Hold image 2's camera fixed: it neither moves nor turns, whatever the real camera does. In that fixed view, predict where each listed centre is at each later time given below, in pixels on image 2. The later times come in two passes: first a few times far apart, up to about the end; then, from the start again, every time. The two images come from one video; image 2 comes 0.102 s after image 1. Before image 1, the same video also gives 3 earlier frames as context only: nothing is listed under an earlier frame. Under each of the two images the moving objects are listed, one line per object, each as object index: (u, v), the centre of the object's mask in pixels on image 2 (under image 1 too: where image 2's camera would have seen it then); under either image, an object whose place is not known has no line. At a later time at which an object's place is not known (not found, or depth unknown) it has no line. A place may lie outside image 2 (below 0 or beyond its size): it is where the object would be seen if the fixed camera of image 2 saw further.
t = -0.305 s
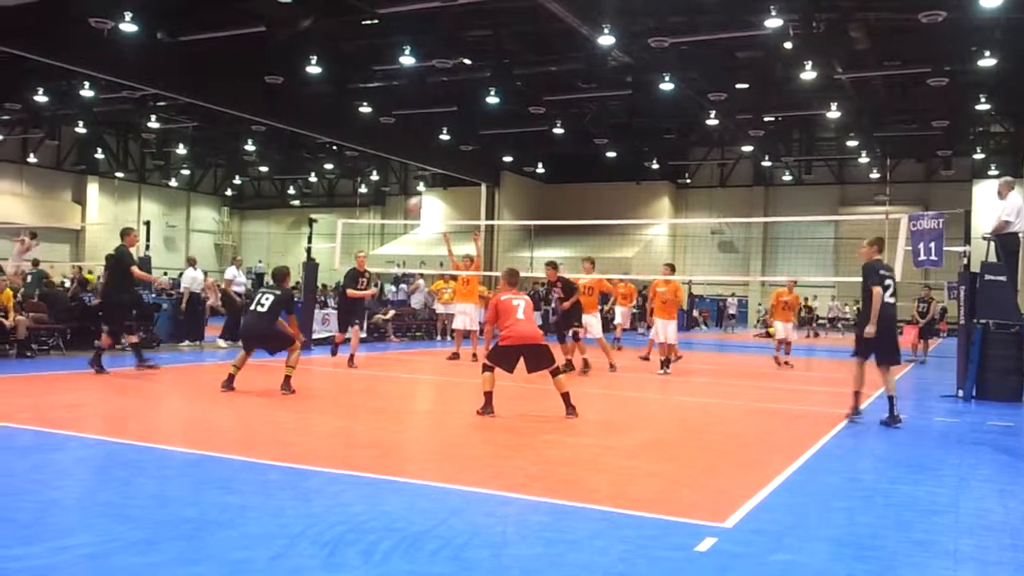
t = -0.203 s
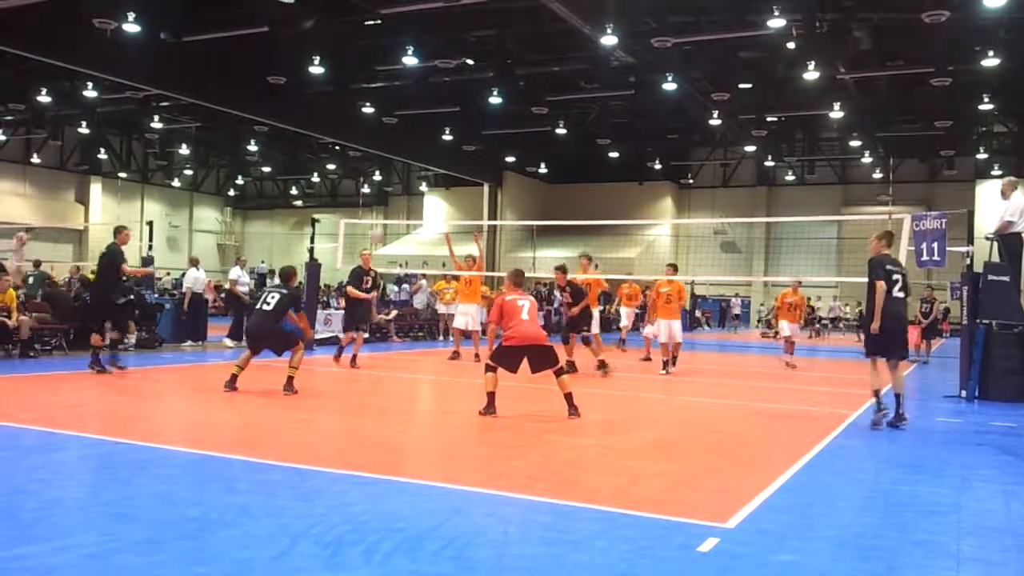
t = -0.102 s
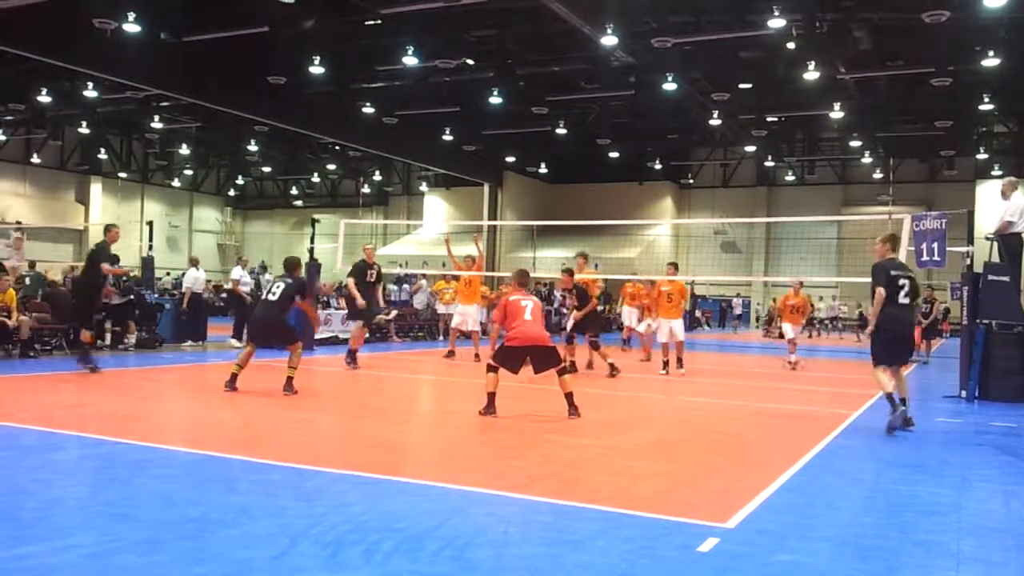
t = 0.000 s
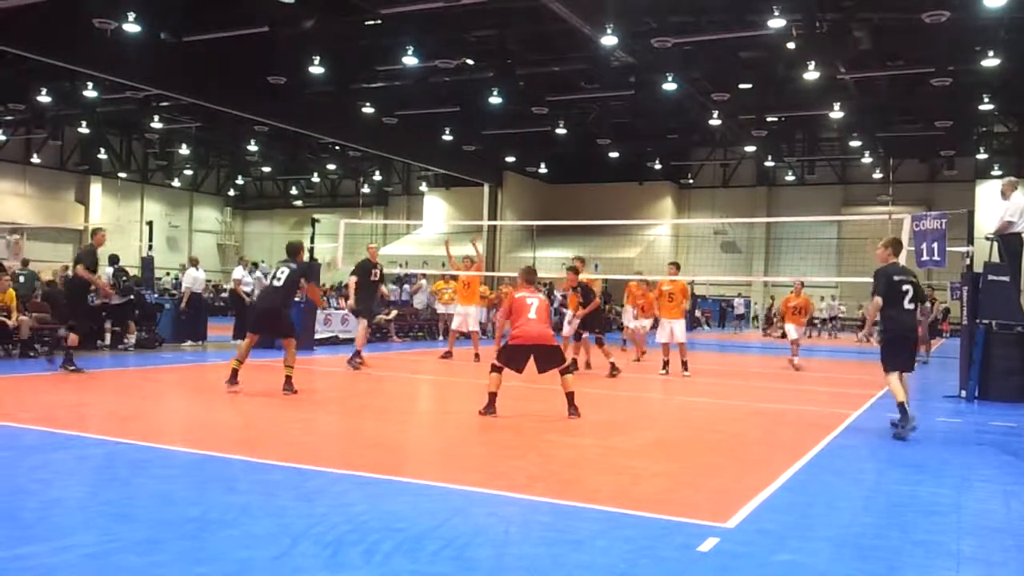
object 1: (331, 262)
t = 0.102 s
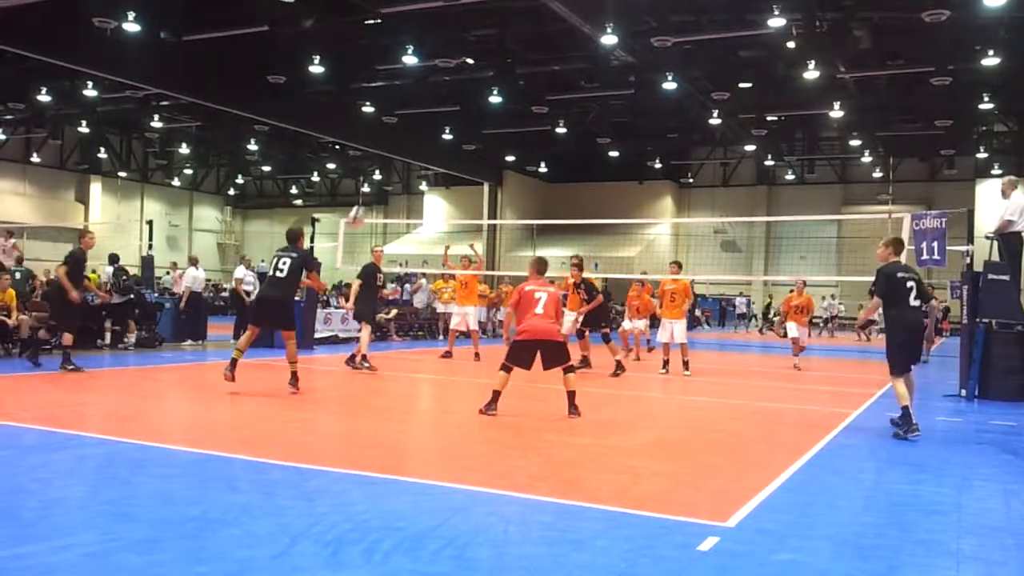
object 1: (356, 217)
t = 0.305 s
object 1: (400, 162)
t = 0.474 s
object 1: (430, 143)
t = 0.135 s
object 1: (364, 203)
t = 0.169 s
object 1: (372, 195)
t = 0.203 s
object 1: (380, 185)
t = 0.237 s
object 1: (387, 176)
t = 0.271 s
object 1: (393, 169)
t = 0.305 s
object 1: (400, 162)
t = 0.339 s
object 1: (406, 156)
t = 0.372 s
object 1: (412, 152)
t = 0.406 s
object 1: (418, 148)
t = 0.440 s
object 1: (424, 145)
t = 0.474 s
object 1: (430, 143)
